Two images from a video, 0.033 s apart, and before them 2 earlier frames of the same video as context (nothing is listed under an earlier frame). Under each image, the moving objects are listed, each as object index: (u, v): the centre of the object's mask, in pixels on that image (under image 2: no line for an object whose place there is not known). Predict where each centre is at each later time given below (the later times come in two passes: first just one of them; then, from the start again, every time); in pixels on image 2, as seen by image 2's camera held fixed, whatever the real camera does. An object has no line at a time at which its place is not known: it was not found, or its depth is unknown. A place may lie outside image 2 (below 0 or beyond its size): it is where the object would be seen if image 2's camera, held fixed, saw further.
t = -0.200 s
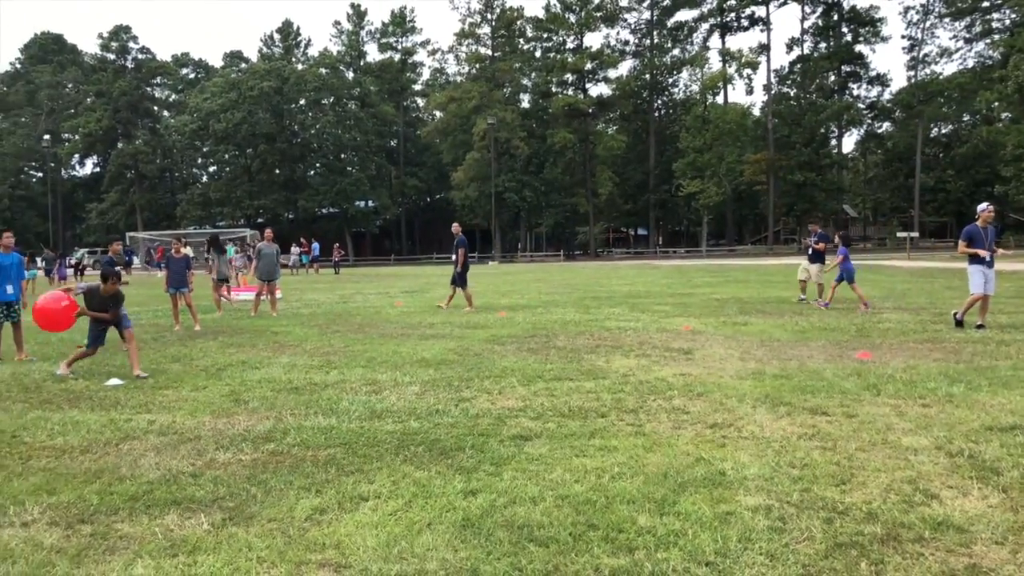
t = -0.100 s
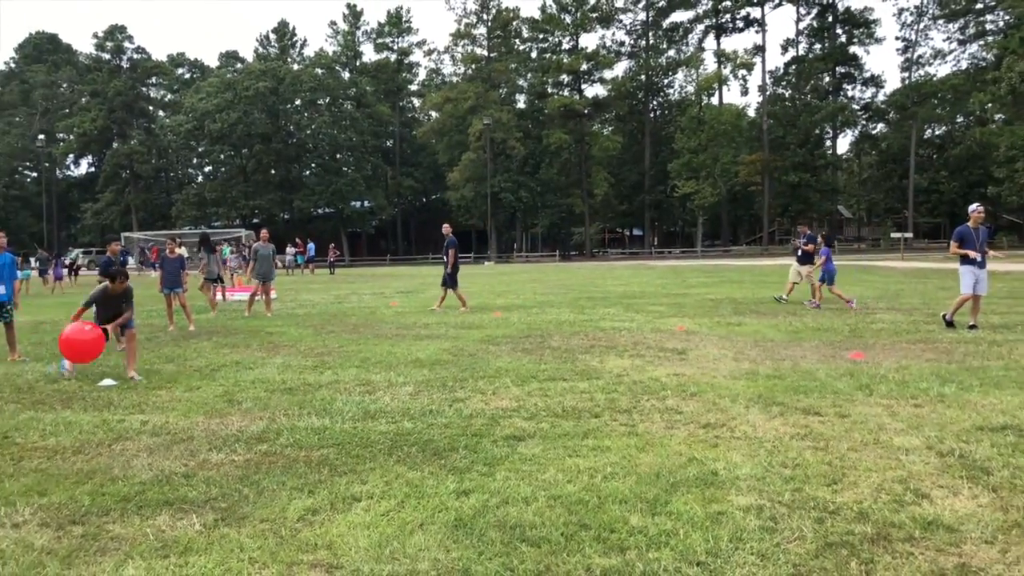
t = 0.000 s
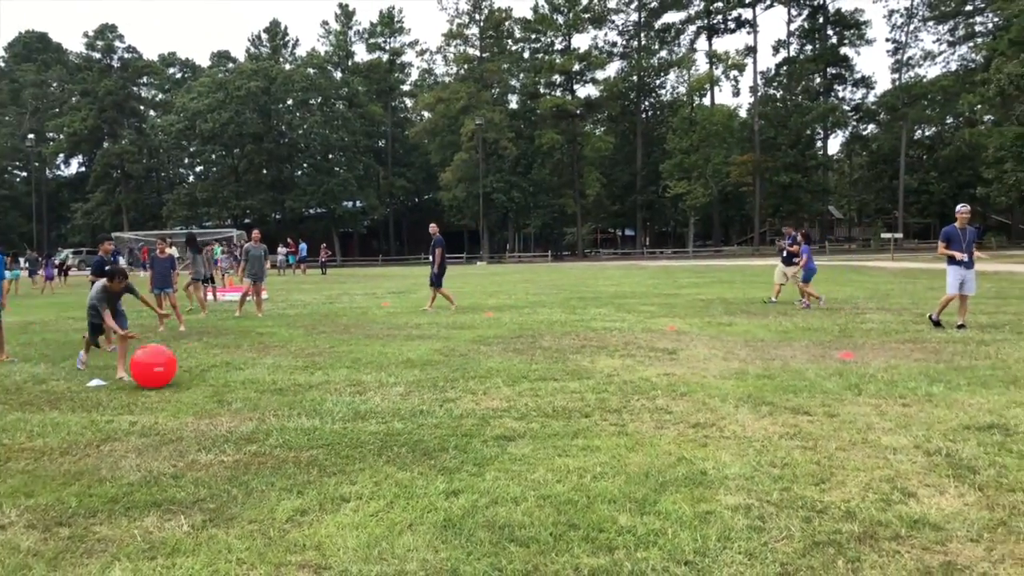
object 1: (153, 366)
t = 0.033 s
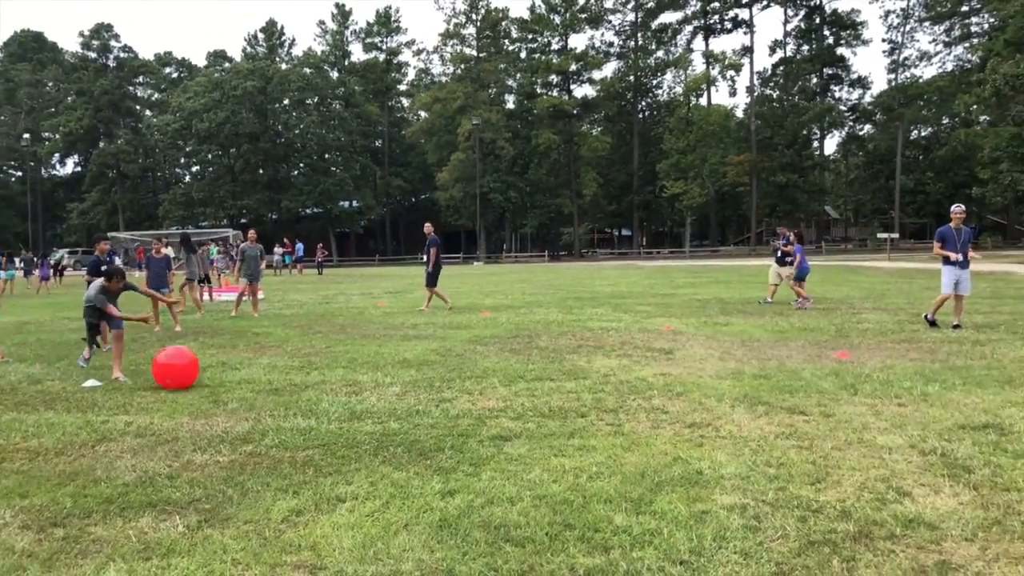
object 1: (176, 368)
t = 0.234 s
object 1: (304, 346)
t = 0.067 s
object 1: (197, 363)
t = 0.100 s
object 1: (218, 357)
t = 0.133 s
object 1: (239, 352)
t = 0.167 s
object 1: (261, 349)
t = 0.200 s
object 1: (283, 347)
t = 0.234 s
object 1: (304, 346)
